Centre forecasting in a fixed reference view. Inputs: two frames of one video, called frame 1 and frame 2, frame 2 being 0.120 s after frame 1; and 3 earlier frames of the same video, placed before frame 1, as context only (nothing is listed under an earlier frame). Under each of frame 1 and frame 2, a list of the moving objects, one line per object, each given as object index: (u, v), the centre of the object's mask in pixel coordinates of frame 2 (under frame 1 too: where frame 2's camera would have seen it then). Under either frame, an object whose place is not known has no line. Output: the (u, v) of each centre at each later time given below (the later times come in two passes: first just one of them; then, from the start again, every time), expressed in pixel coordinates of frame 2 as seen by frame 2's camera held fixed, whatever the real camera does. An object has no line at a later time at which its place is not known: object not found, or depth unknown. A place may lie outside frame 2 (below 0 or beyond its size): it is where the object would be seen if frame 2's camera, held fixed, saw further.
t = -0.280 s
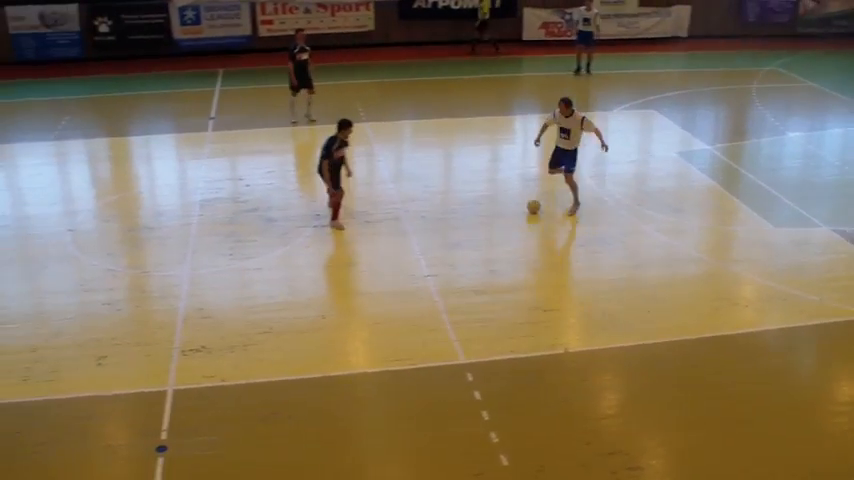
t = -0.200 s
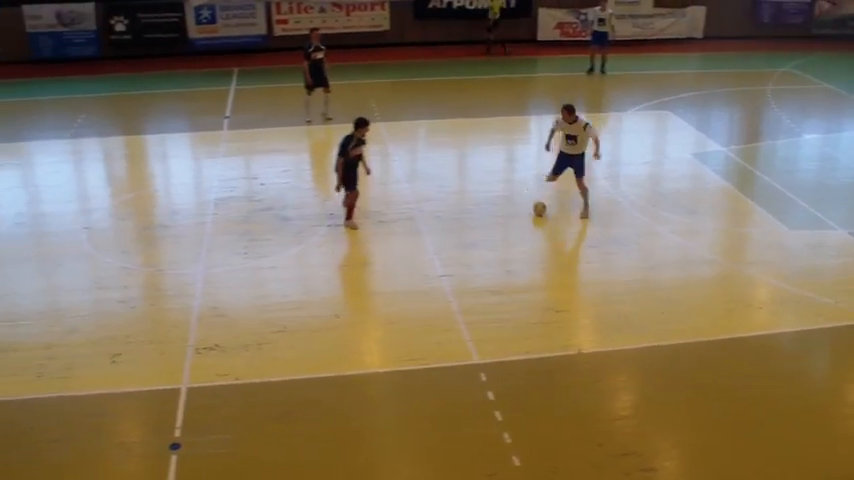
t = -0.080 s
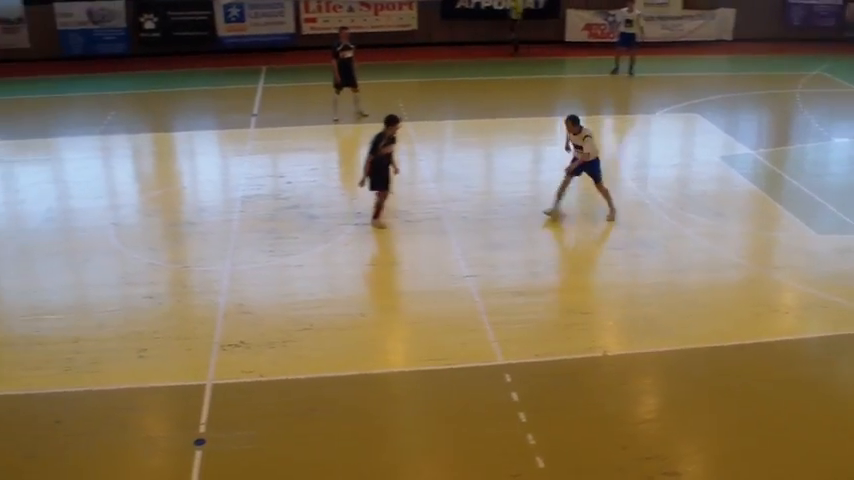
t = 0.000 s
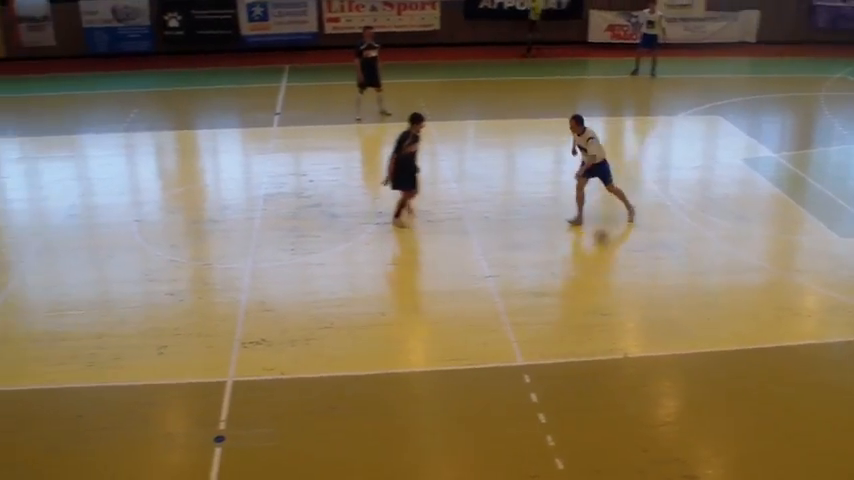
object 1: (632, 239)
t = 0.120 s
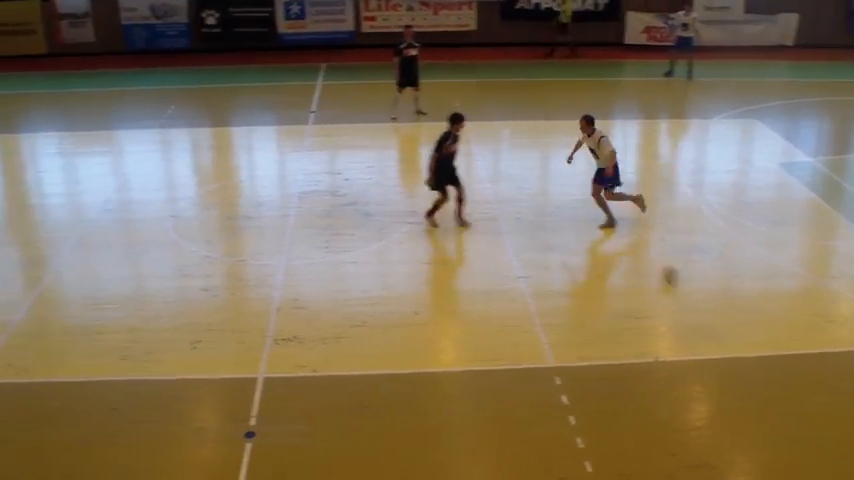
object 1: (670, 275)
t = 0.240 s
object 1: (707, 310)
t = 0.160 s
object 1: (682, 286)
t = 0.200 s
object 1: (693, 298)
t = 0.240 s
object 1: (707, 310)
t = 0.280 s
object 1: (718, 323)
